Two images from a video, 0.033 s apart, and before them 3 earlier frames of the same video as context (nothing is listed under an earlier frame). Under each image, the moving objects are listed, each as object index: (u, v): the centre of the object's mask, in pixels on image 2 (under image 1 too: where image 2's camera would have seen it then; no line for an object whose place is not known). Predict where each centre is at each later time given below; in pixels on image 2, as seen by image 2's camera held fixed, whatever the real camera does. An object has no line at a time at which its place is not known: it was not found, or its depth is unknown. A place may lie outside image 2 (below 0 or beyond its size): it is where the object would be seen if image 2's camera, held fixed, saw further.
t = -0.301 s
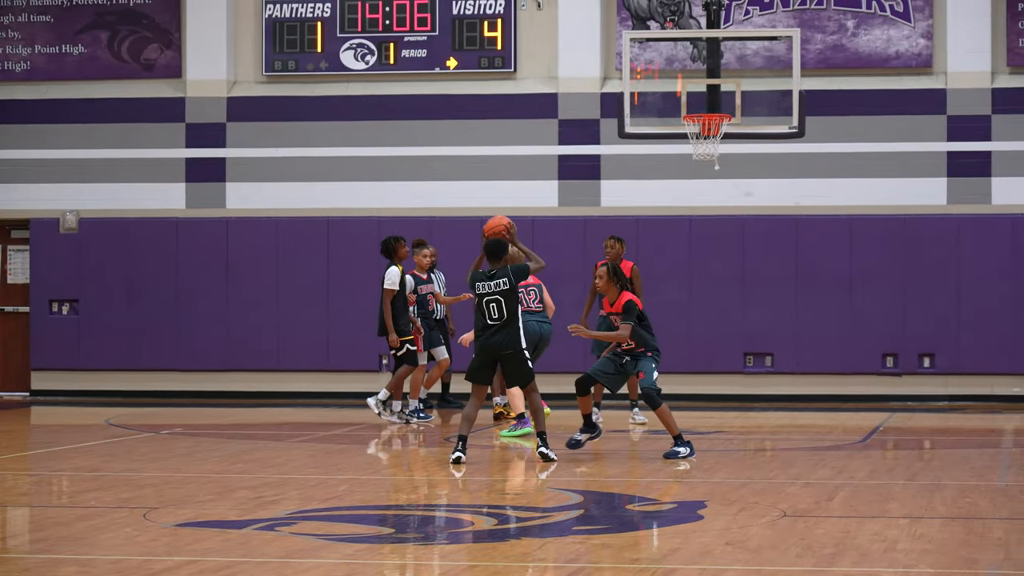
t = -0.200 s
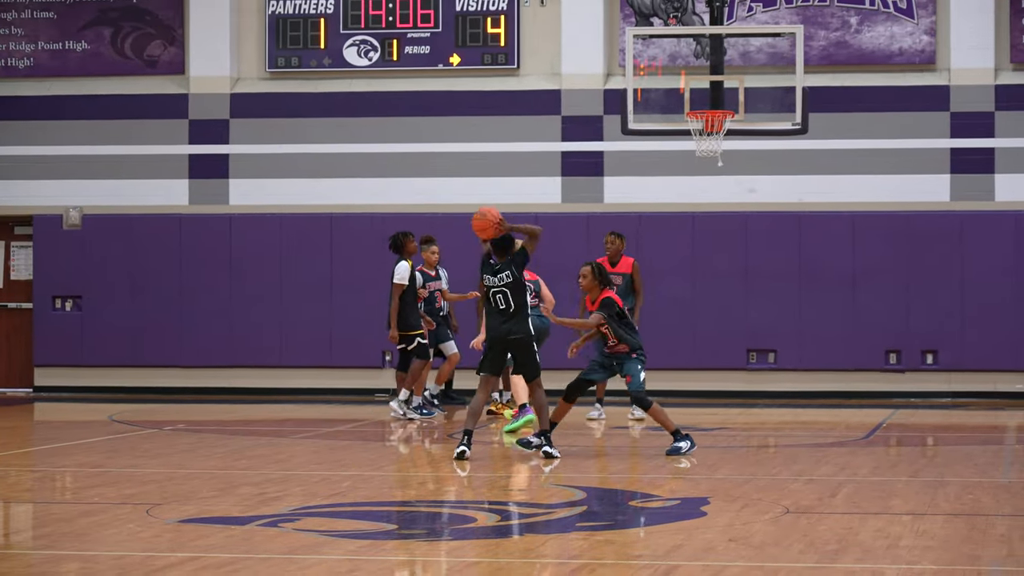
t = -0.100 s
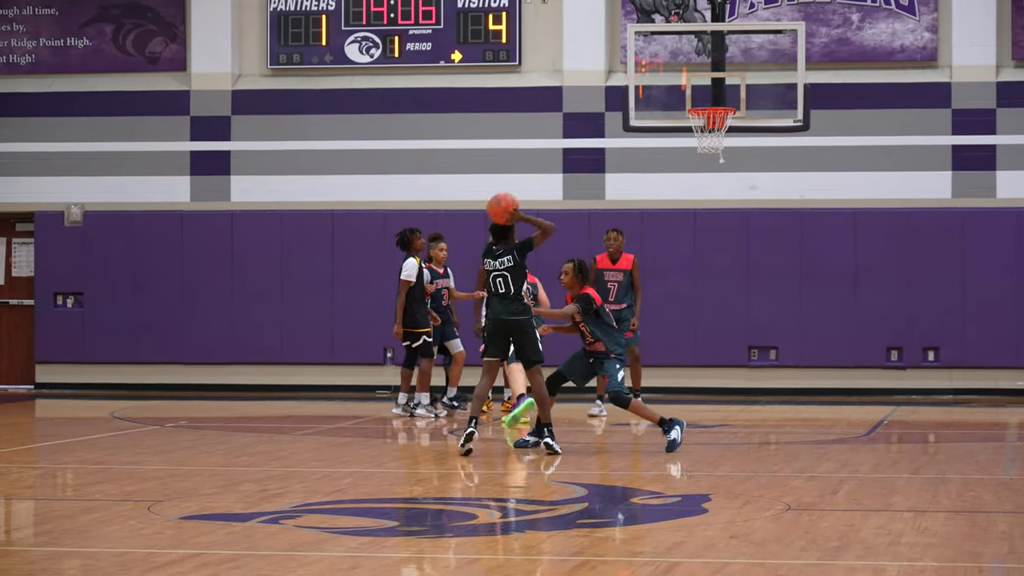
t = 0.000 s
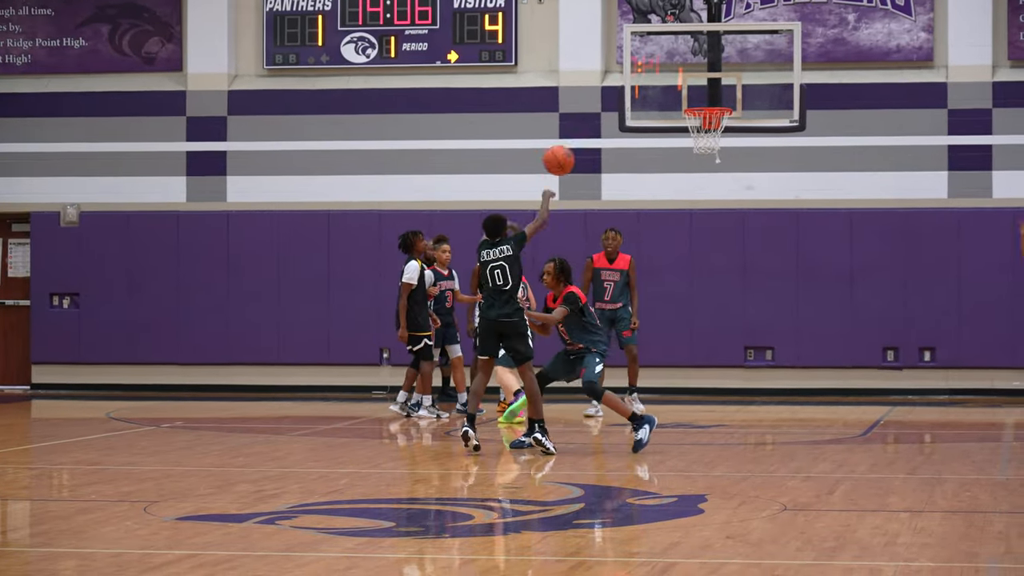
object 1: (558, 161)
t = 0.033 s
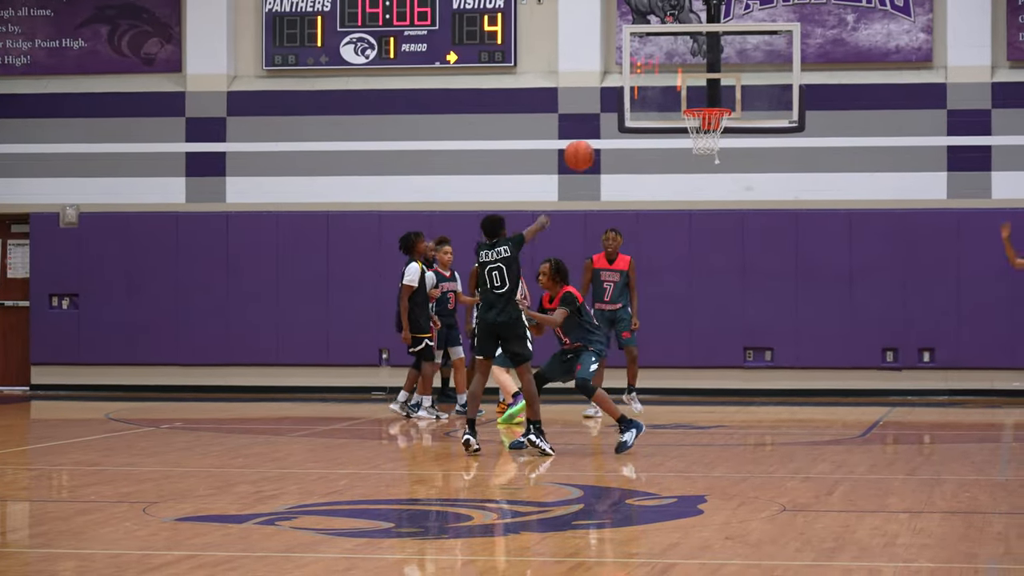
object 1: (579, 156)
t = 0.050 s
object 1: (589, 153)
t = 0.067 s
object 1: (599, 151)
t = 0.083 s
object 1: (609, 149)
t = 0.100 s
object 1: (619, 148)
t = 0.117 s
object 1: (628, 147)
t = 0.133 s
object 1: (637, 147)
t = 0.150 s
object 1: (646, 146)
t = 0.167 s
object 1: (654, 147)
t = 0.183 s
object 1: (663, 147)
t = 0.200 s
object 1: (670, 148)
